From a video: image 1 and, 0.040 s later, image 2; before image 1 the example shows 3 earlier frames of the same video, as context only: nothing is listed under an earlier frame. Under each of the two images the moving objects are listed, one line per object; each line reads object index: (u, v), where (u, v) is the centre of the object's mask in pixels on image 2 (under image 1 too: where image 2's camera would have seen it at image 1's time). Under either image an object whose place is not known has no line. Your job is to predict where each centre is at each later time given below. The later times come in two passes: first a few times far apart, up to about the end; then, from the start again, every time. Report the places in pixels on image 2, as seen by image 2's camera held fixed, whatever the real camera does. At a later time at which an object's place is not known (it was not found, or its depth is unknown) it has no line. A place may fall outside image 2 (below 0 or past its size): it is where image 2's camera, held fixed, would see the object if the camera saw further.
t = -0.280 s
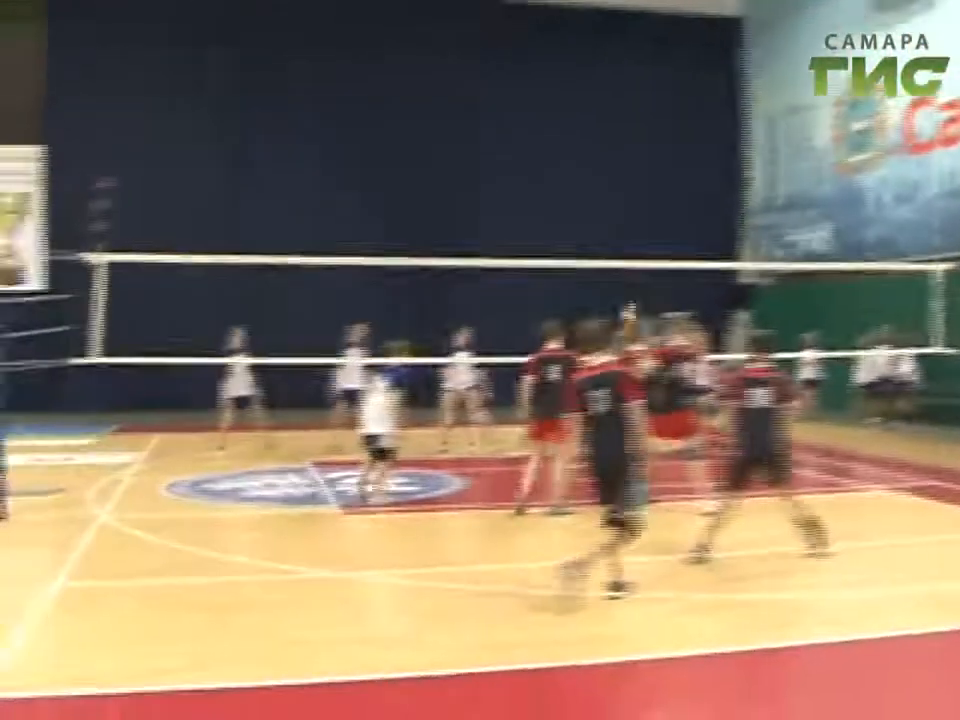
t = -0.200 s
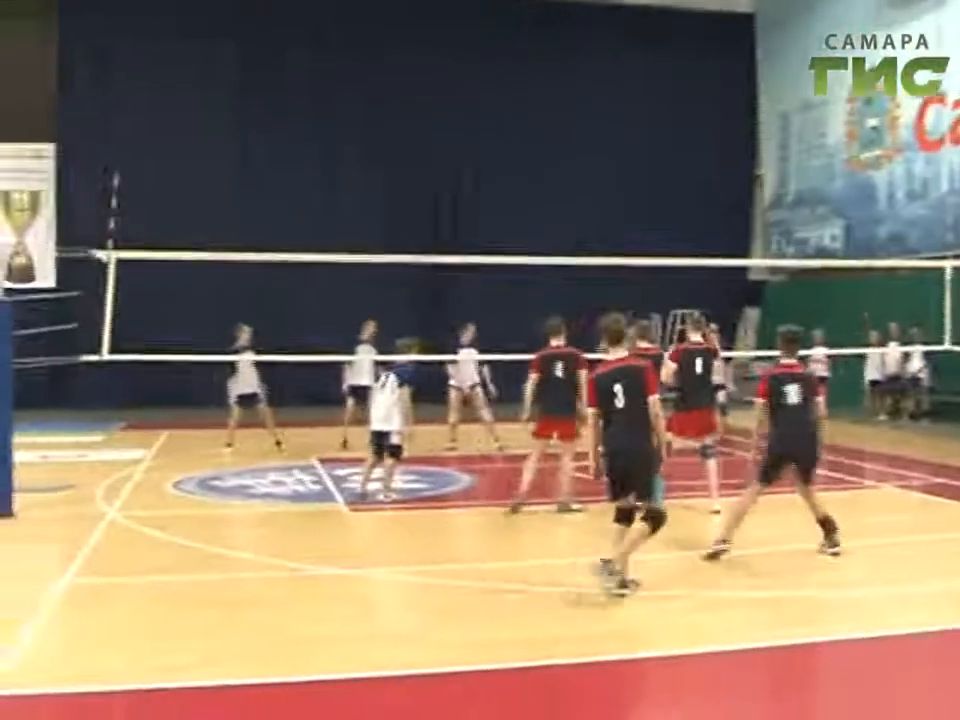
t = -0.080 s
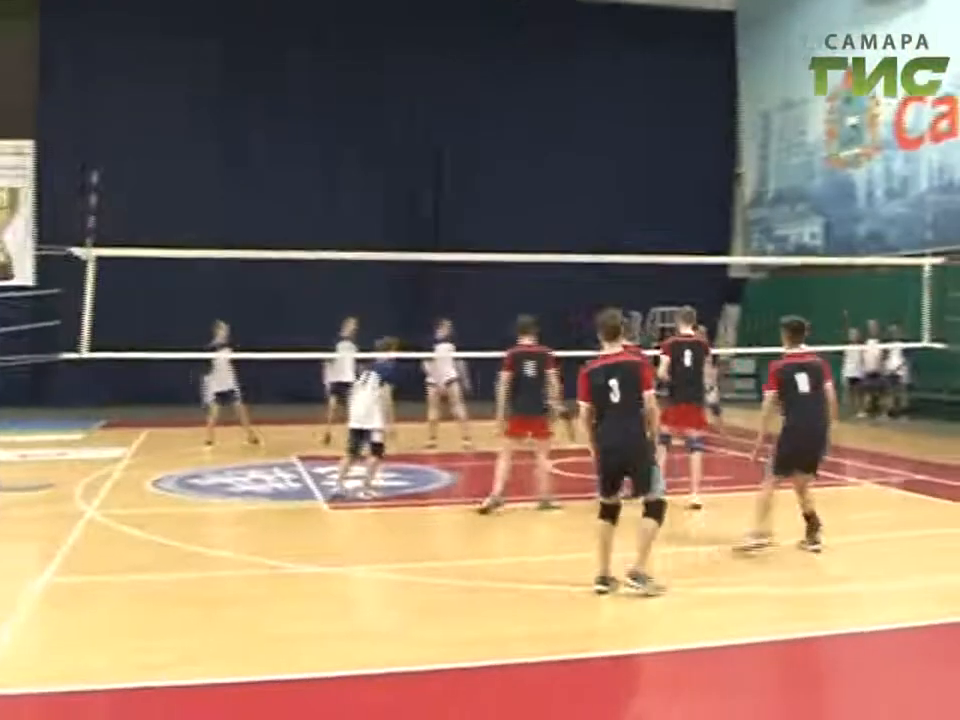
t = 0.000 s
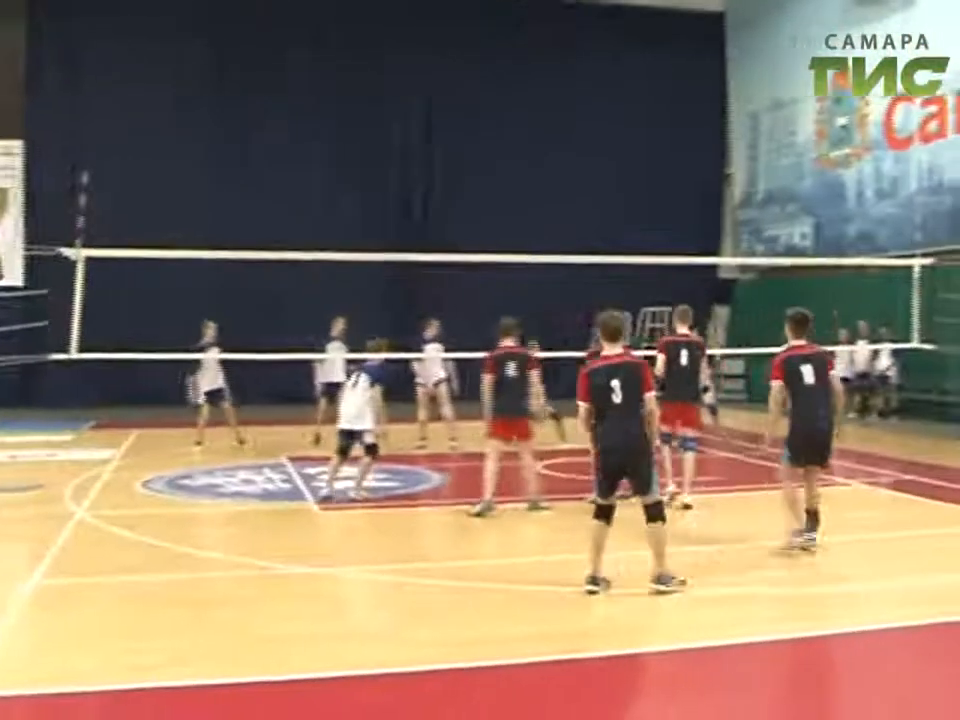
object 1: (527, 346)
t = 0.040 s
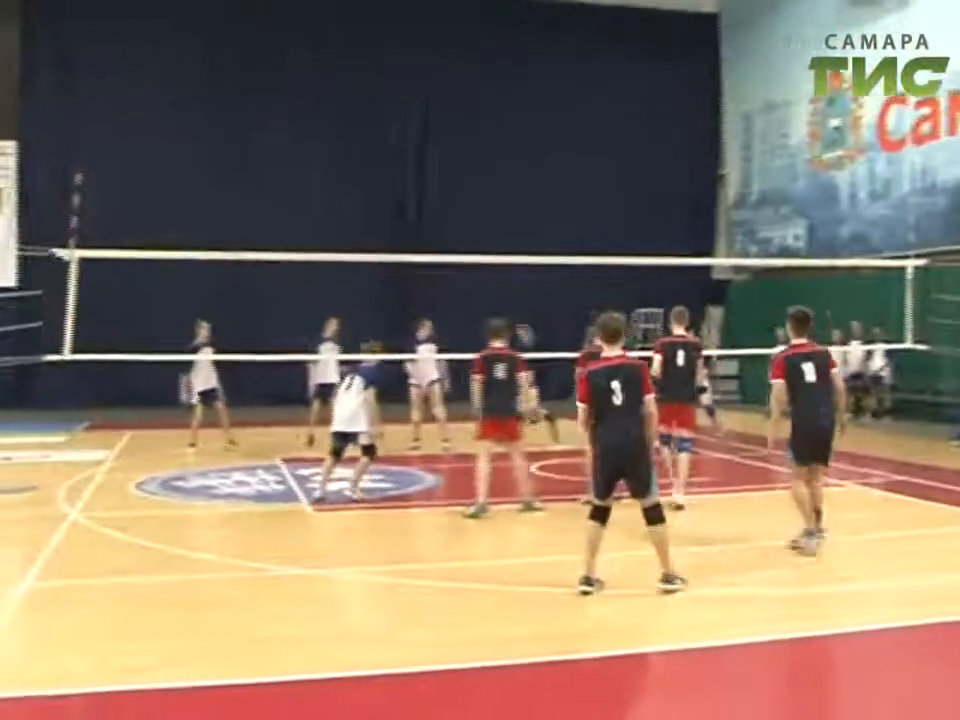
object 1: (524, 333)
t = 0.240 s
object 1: (511, 266)
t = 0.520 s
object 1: (483, 197)
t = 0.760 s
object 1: (461, 186)
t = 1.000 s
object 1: (439, 218)
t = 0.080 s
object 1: (522, 317)
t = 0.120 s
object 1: (519, 303)
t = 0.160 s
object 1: (515, 286)
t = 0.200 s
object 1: (512, 274)
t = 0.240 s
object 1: (511, 266)
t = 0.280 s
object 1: (504, 246)
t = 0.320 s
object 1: (499, 236)
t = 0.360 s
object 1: (496, 226)
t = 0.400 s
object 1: (493, 218)
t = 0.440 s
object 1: (490, 209)
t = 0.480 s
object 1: (486, 203)
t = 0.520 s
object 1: (483, 197)
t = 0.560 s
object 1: (479, 192)
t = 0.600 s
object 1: (475, 189)
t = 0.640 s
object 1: (472, 186)
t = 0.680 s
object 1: (468, 186)
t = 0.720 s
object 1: (465, 185)
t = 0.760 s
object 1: (461, 186)
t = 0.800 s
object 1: (458, 188)
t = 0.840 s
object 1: (454, 192)
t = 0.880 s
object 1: (451, 197)
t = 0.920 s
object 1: (446, 202)
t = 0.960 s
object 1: (442, 210)
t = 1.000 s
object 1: (439, 218)
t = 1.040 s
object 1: (434, 228)
